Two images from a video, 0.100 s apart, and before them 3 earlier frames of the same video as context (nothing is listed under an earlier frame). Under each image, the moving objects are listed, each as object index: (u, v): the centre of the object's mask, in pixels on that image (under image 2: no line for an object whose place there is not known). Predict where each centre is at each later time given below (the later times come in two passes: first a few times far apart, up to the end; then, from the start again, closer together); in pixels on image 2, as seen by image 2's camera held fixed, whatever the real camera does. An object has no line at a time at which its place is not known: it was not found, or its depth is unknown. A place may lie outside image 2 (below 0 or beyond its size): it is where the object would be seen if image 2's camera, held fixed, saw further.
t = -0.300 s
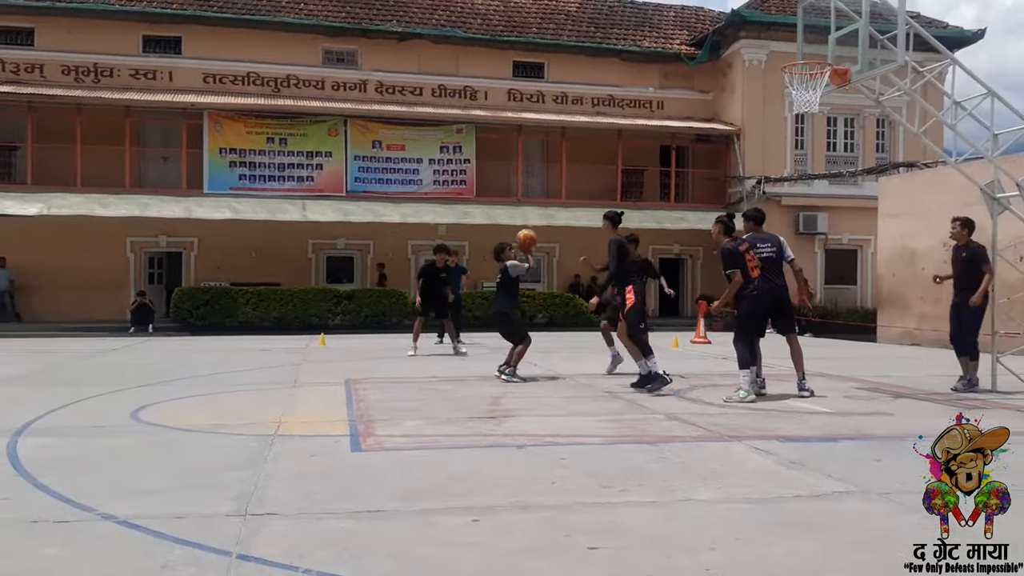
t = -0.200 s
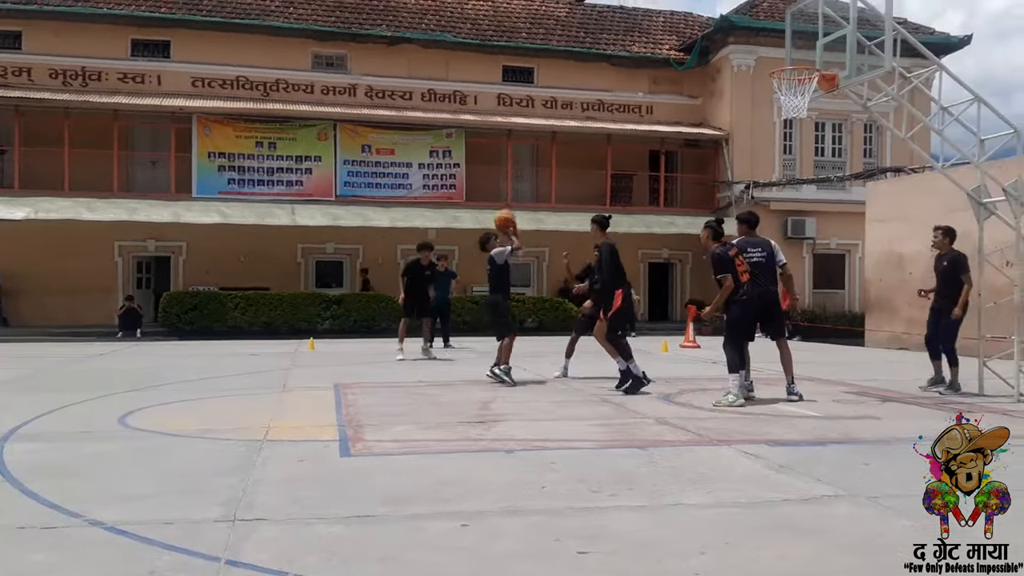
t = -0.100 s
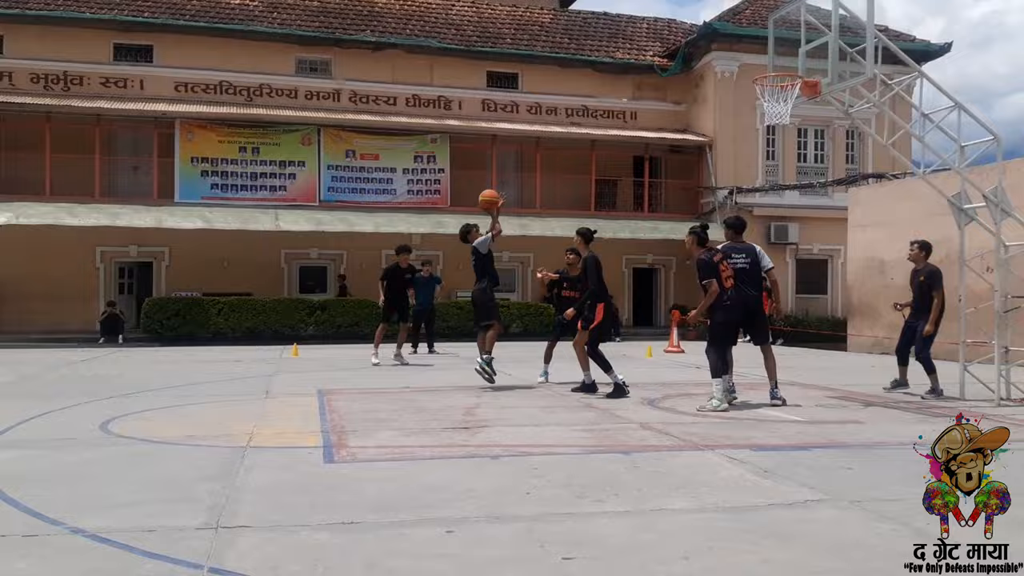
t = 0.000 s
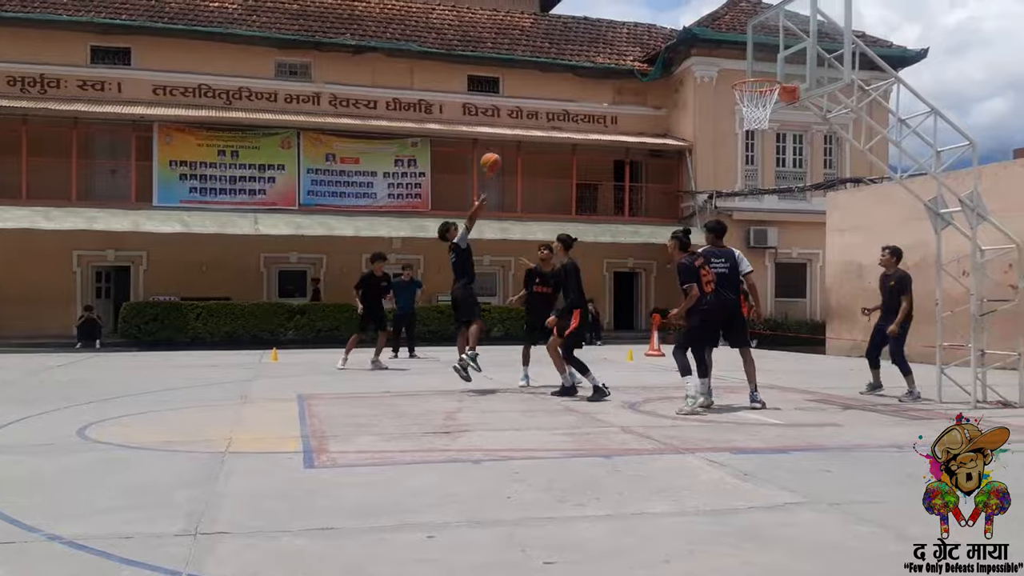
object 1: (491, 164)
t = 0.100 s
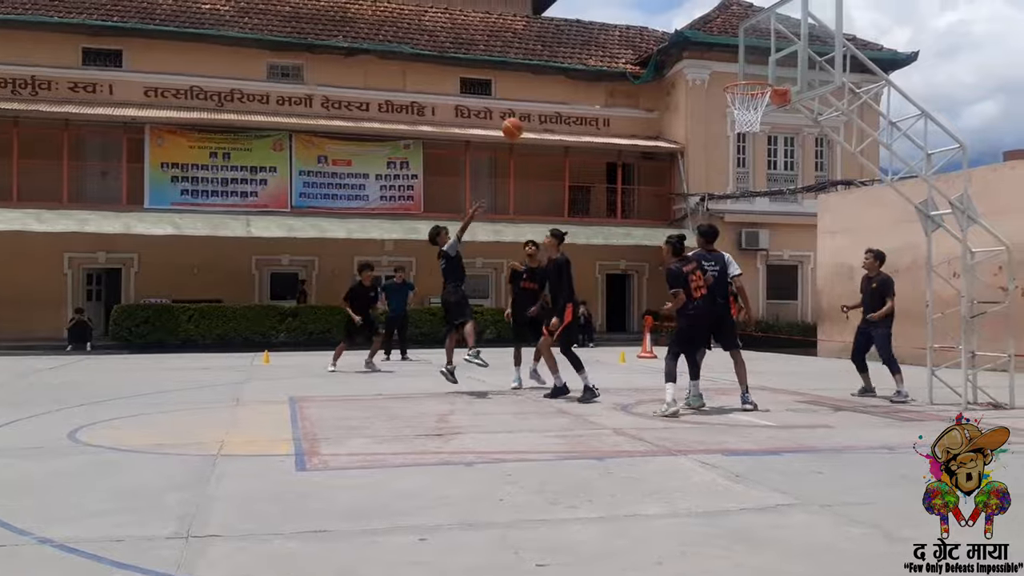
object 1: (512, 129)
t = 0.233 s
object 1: (551, 91)
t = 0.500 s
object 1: (635, 62)
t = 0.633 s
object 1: (678, 71)
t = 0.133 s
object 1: (522, 117)
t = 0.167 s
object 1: (532, 108)
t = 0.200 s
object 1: (542, 99)
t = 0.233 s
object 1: (551, 91)
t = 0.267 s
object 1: (562, 84)
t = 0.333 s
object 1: (583, 72)
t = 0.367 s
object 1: (592, 69)
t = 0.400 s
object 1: (603, 66)
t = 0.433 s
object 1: (614, 63)
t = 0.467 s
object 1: (624, 61)
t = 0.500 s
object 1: (635, 62)
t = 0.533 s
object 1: (645, 63)
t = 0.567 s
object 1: (656, 64)
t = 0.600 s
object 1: (667, 67)
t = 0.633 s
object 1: (678, 71)
